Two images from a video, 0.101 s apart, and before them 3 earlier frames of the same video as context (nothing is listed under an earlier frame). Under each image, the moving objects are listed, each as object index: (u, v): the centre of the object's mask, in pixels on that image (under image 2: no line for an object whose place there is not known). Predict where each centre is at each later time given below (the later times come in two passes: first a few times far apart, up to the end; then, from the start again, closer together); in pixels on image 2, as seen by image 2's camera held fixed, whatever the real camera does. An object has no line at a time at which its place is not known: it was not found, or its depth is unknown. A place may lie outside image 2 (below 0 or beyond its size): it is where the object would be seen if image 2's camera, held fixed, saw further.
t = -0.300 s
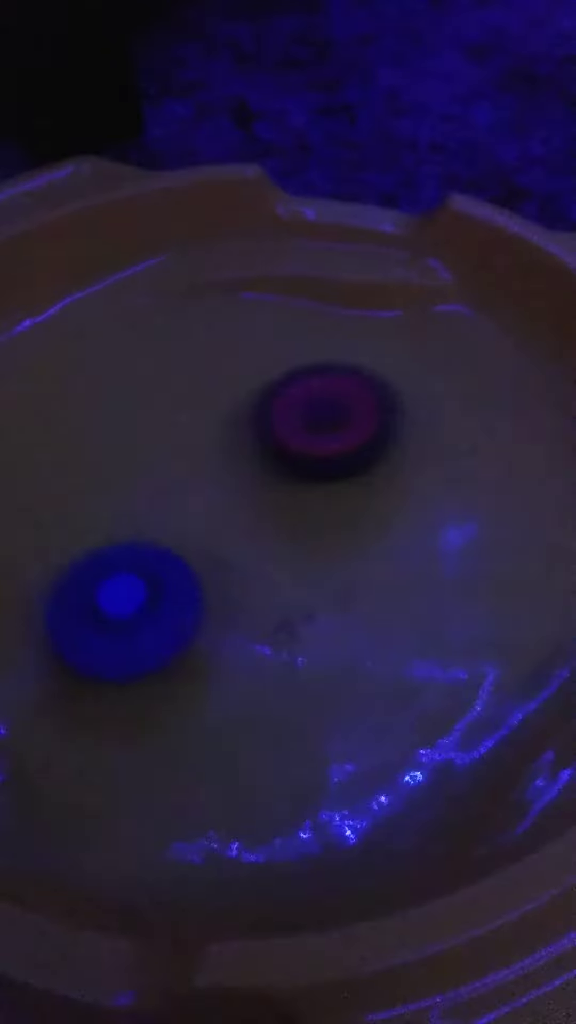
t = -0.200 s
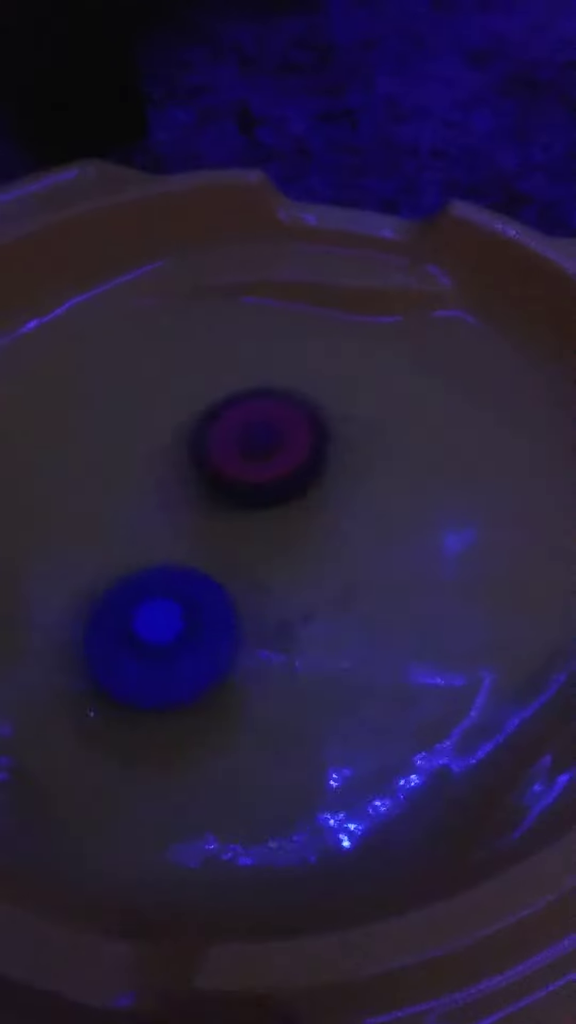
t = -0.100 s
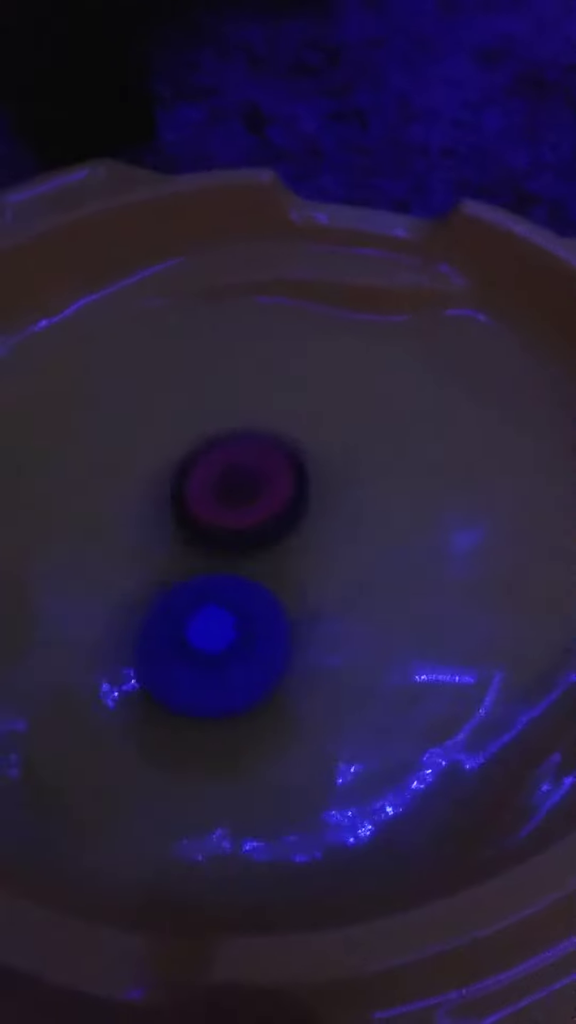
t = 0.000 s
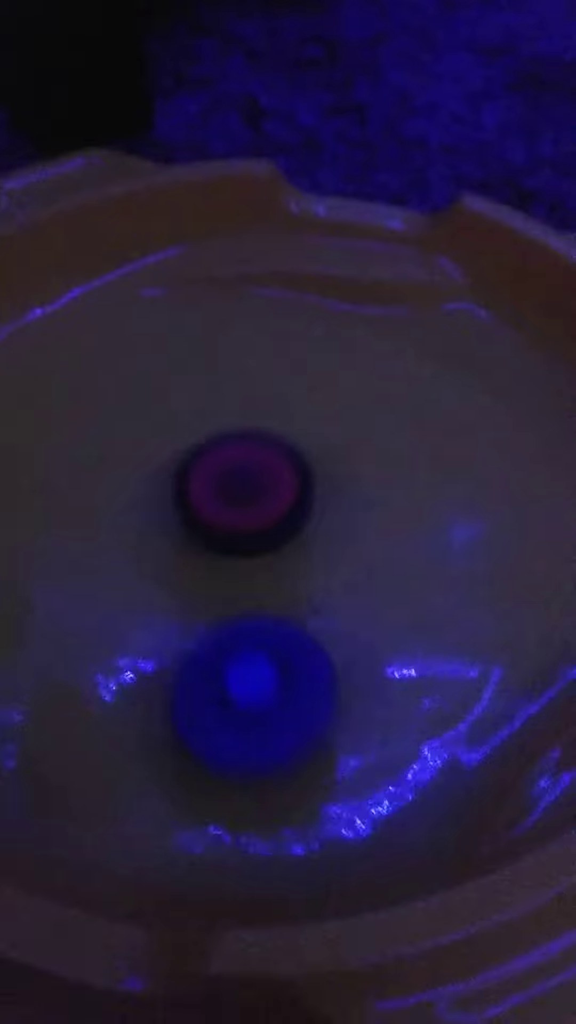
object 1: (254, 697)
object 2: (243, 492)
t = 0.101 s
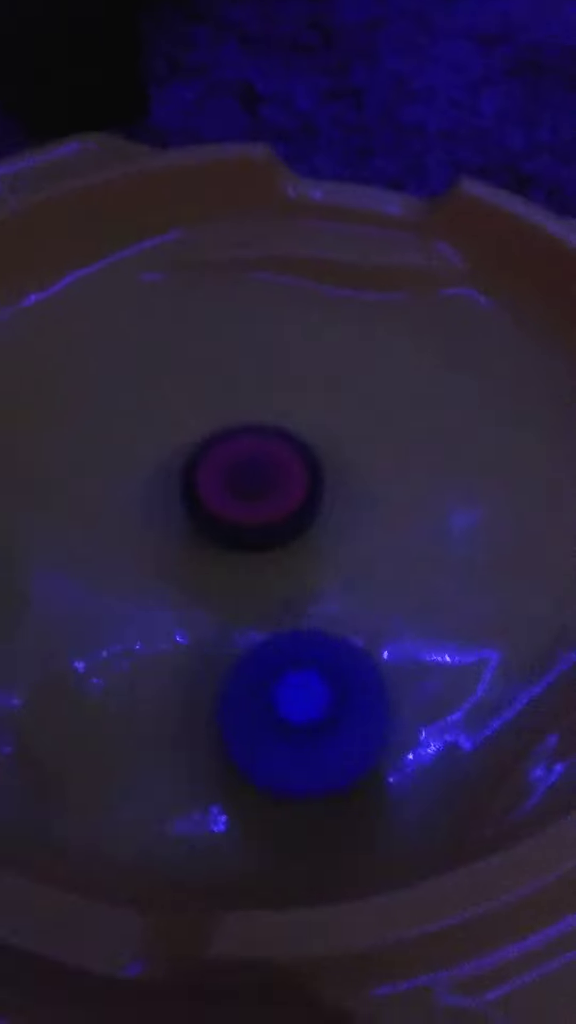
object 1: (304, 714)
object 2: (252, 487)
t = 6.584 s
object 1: (391, 391)
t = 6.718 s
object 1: (355, 352)
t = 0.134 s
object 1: (322, 714)
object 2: (256, 492)
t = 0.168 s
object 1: (340, 712)
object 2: (262, 495)
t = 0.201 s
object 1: (359, 709)
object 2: (268, 499)
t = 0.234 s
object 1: (376, 705)
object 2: (275, 502)
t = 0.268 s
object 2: (281, 504)
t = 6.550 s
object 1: (397, 390)
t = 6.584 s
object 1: (391, 391)
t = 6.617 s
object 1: (383, 391)
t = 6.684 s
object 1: (365, 367)
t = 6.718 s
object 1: (355, 352)
